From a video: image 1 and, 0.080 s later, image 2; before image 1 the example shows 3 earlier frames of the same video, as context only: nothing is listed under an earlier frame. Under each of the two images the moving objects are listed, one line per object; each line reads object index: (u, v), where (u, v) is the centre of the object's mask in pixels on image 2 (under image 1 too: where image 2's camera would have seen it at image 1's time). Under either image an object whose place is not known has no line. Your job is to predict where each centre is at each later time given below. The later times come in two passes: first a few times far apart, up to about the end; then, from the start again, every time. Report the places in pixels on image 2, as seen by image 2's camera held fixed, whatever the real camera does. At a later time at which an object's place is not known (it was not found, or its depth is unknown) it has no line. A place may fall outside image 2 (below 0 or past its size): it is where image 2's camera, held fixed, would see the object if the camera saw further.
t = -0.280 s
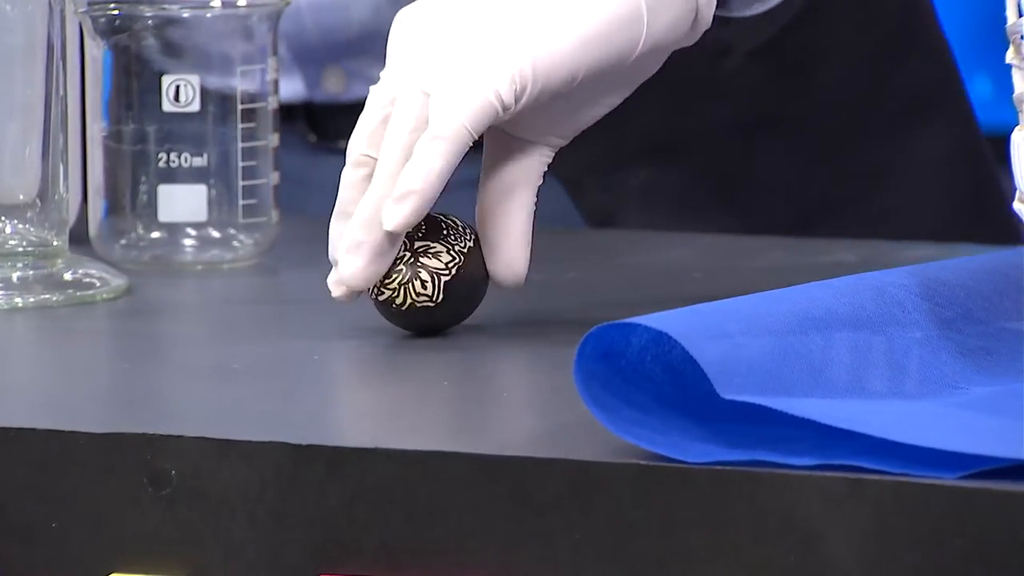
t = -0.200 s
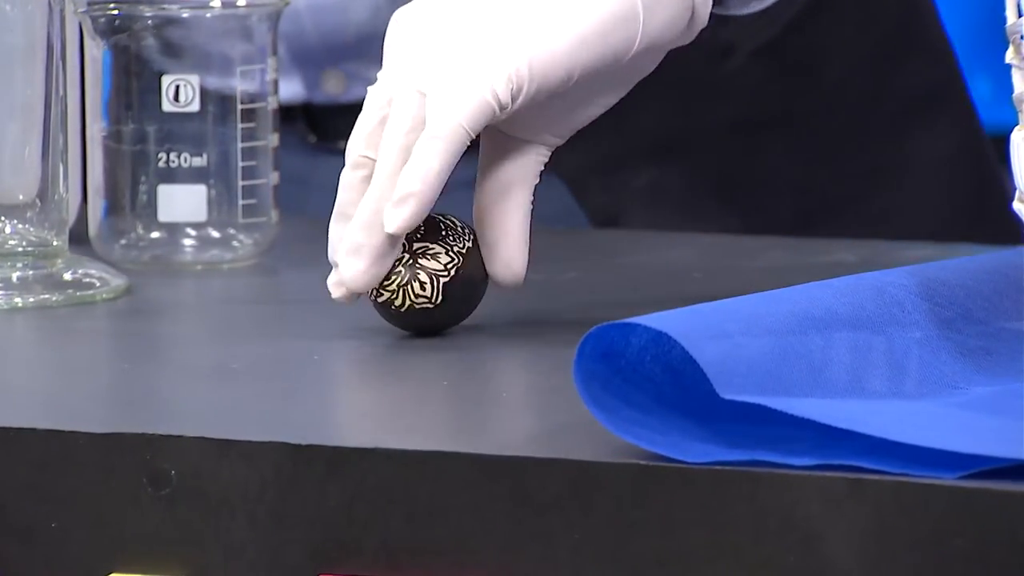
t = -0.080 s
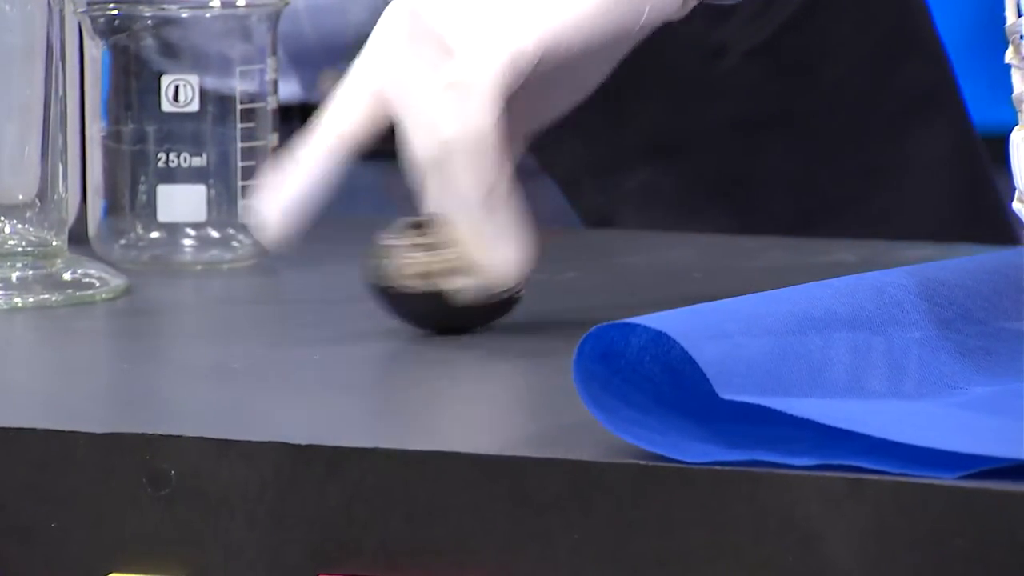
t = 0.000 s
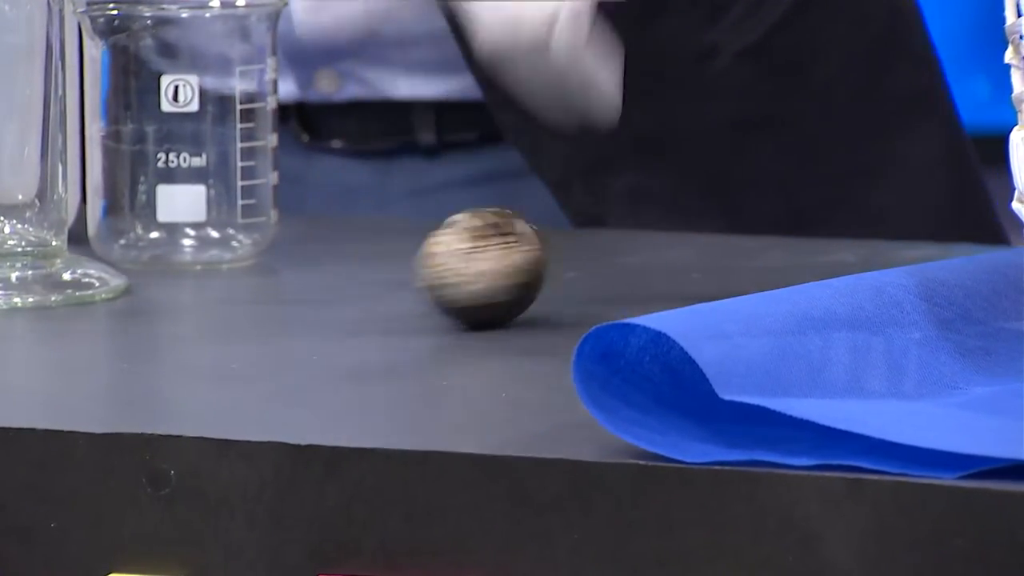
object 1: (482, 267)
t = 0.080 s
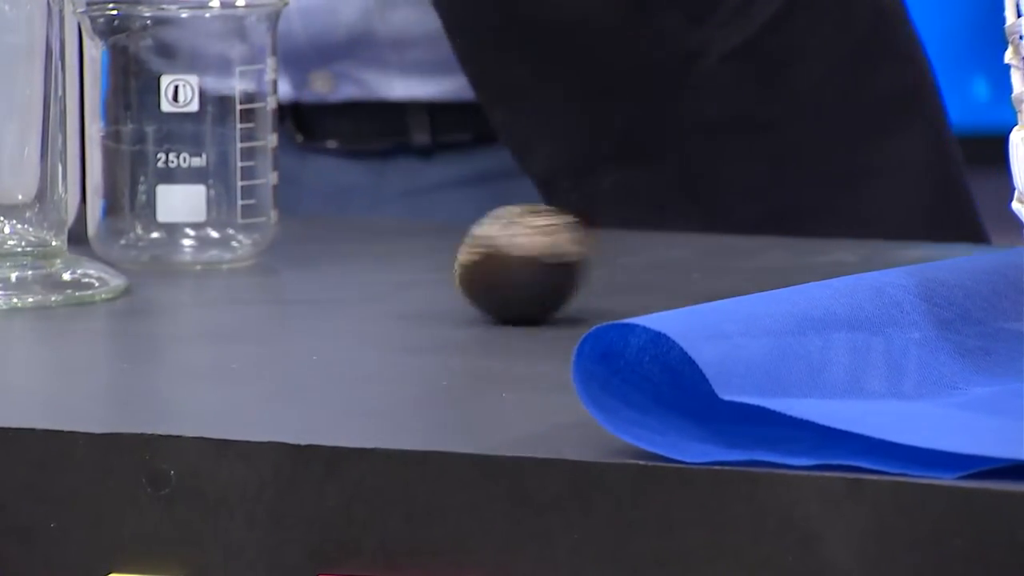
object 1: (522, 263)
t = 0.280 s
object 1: (618, 258)
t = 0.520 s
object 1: (726, 253)
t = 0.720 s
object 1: (780, 251)
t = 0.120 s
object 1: (538, 263)
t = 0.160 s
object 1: (559, 262)
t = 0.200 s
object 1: (580, 260)
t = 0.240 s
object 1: (598, 260)
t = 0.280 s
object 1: (618, 258)
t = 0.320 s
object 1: (636, 257)
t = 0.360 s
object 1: (659, 257)
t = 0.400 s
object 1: (675, 256)
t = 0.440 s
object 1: (690, 254)
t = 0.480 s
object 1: (712, 254)
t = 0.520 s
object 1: (726, 253)
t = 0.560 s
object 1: (739, 252)
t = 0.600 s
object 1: (757, 251)
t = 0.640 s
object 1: (767, 254)
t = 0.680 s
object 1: (777, 252)
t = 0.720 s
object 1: (780, 251)
